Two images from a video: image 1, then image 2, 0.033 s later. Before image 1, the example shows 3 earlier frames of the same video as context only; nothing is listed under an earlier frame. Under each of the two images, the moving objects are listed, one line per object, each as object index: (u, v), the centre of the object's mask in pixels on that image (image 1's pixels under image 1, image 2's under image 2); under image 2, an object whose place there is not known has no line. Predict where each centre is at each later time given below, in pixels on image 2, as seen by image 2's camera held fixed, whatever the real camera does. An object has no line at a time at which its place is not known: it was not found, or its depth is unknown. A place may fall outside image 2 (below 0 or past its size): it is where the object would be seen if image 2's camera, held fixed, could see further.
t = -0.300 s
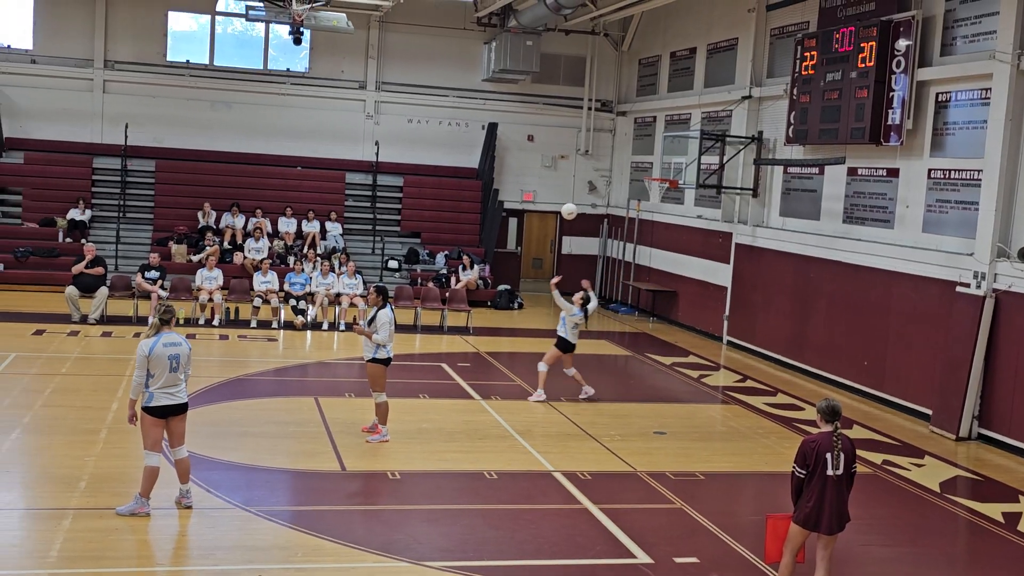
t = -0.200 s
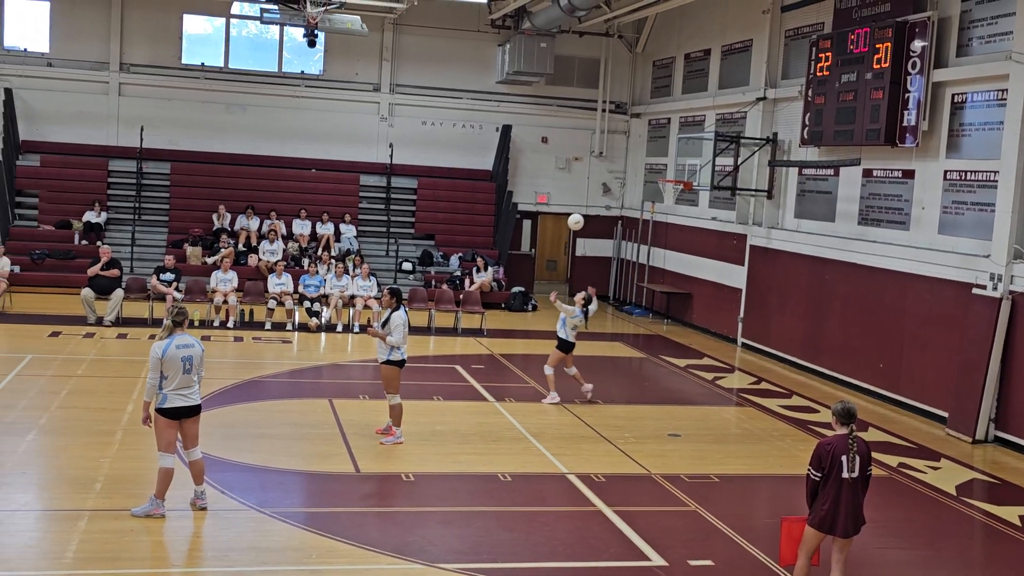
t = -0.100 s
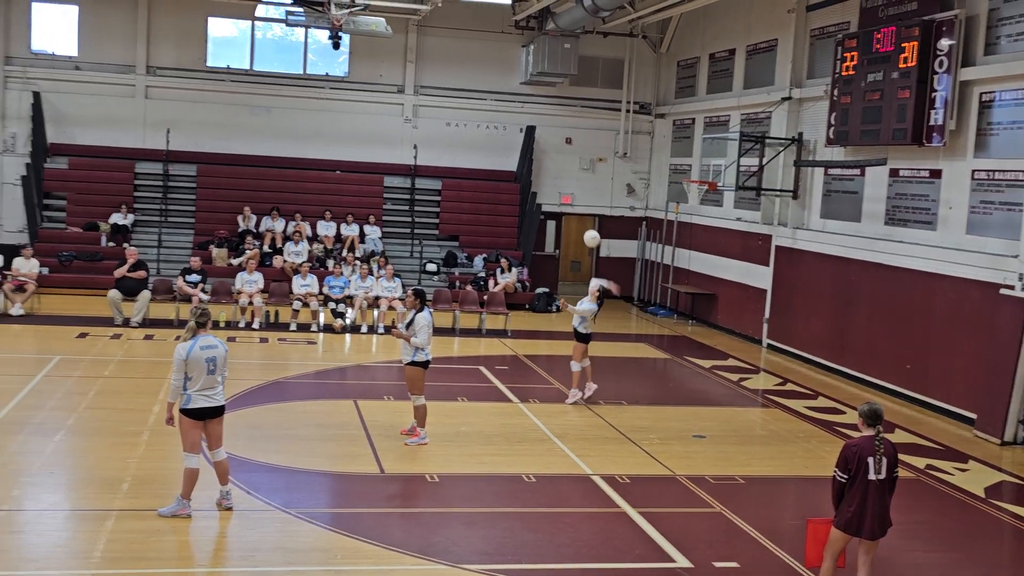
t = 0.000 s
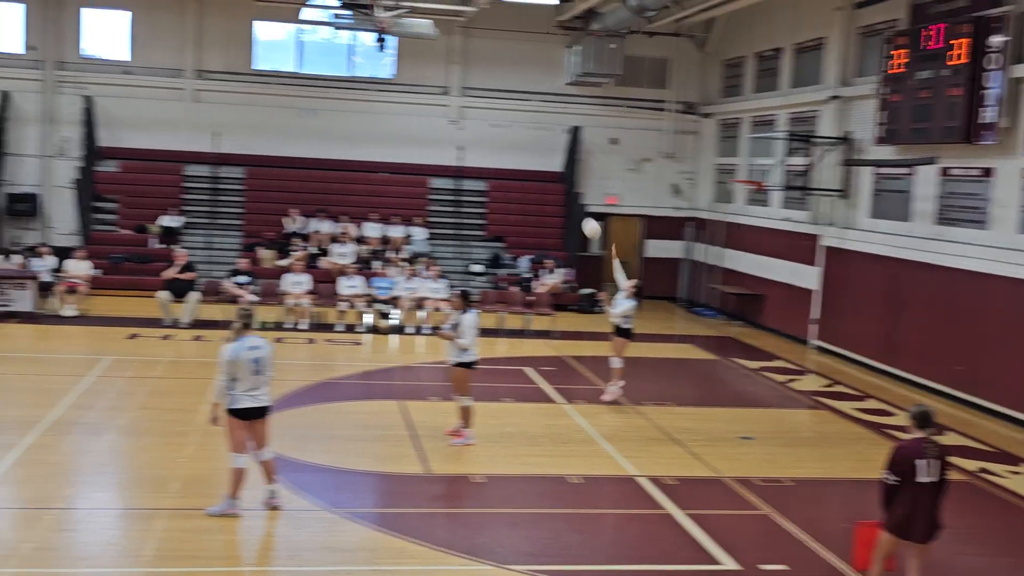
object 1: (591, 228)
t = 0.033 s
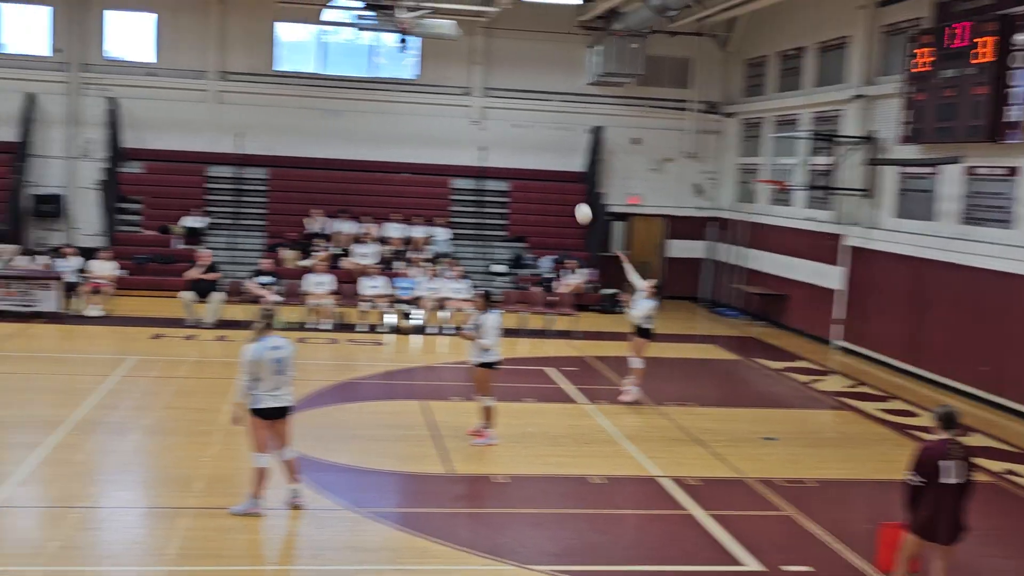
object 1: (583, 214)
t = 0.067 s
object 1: (559, 200)
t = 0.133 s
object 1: (506, 173)
